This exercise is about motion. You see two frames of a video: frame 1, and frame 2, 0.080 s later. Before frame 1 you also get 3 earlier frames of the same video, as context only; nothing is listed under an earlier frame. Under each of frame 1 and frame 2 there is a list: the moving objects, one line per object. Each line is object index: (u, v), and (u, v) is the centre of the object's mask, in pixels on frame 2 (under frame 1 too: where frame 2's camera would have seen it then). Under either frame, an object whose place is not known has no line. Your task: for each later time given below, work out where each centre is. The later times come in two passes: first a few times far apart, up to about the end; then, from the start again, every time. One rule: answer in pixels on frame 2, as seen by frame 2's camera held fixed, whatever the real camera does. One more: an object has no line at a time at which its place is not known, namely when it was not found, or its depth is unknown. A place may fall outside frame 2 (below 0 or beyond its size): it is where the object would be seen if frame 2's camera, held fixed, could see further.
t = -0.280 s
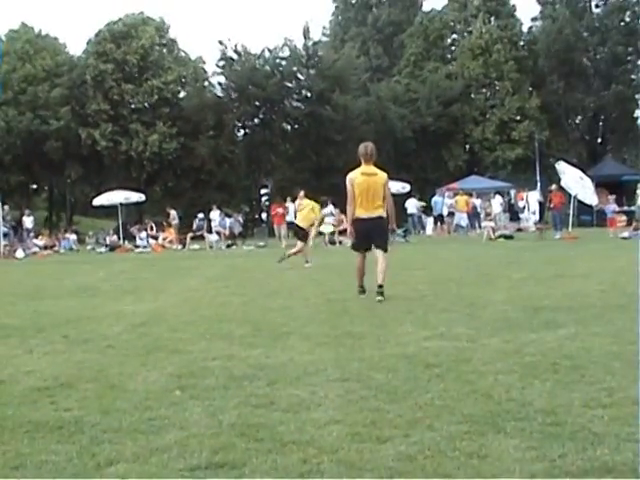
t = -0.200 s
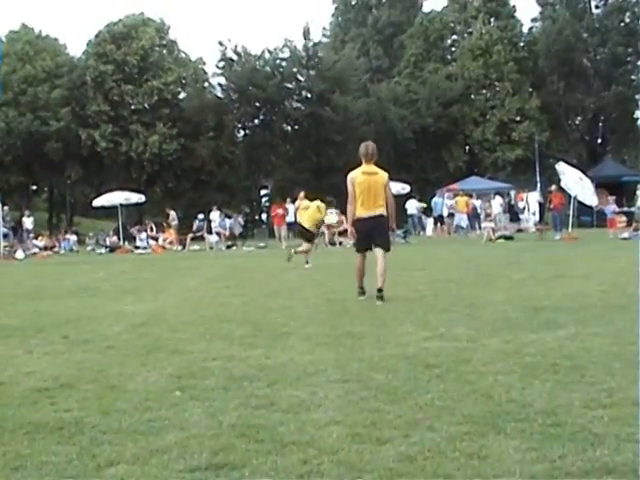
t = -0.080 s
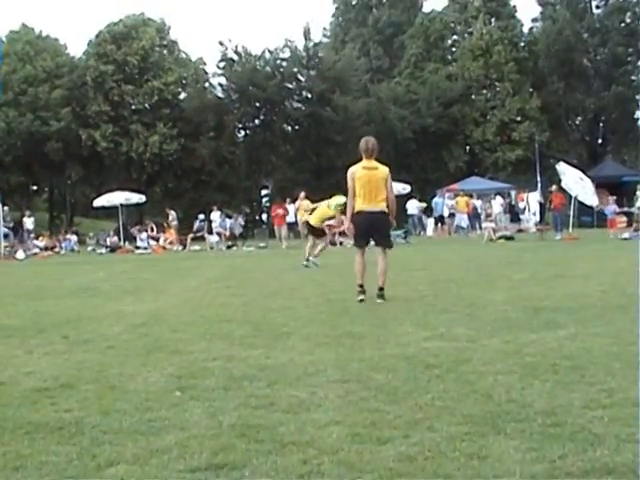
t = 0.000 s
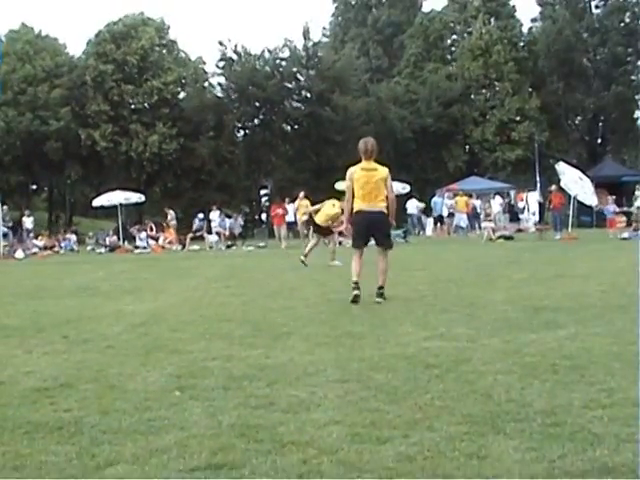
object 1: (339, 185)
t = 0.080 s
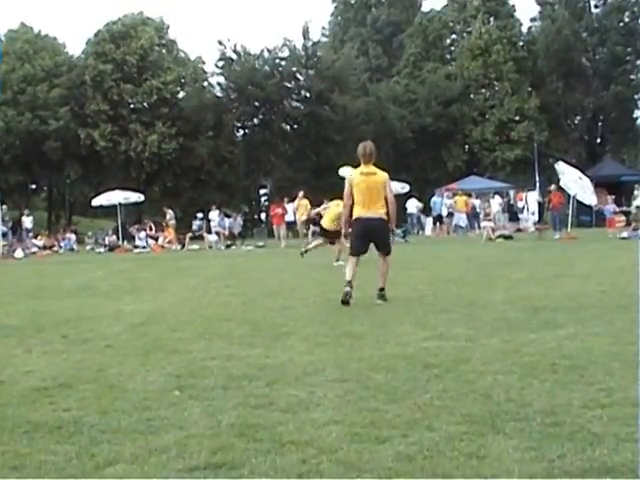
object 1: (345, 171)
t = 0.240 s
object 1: (350, 146)
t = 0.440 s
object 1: (367, 116)
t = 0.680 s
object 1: (382, 93)
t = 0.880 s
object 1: (396, 87)
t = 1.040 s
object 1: (407, 91)
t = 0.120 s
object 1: (348, 164)
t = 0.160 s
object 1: (350, 158)
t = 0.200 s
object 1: (349, 152)
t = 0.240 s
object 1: (350, 146)
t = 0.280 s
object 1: (358, 137)
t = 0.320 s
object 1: (361, 133)
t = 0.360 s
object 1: (365, 126)
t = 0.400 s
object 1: (366, 122)
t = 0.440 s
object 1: (367, 116)
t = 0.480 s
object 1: (370, 112)
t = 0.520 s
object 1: (373, 108)
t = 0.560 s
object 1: (376, 102)
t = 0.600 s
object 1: (377, 99)
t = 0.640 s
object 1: (381, 96)
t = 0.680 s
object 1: (382, 93)
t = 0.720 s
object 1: (385, 91)
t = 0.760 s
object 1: (388, 89)
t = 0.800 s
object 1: (390, 88)
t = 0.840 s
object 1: (393, 87)
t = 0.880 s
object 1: (396, 87)
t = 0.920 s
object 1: (398, 87)
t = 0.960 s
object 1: (402, 88)
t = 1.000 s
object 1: (404, 89)
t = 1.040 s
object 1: (407, 91)
